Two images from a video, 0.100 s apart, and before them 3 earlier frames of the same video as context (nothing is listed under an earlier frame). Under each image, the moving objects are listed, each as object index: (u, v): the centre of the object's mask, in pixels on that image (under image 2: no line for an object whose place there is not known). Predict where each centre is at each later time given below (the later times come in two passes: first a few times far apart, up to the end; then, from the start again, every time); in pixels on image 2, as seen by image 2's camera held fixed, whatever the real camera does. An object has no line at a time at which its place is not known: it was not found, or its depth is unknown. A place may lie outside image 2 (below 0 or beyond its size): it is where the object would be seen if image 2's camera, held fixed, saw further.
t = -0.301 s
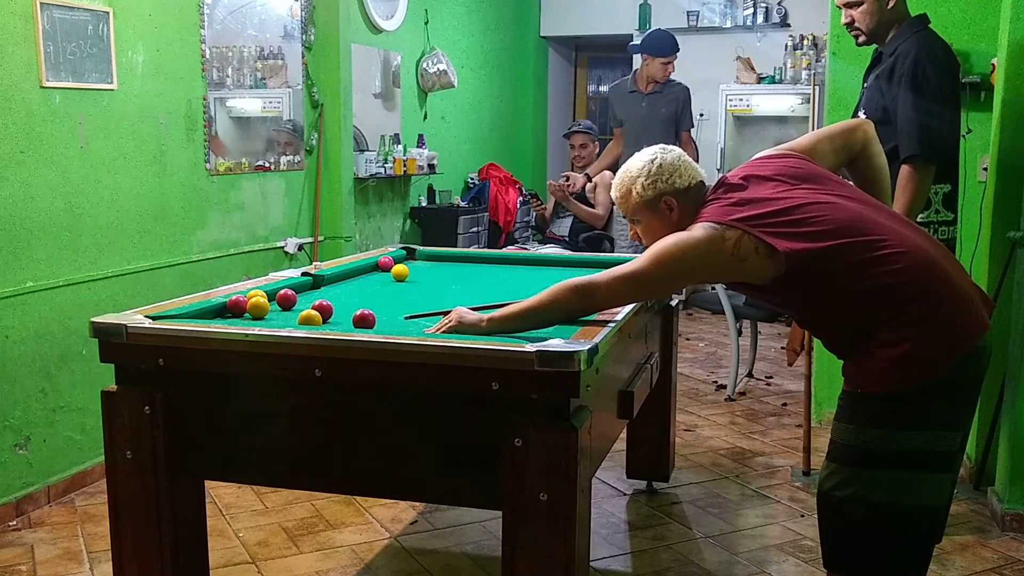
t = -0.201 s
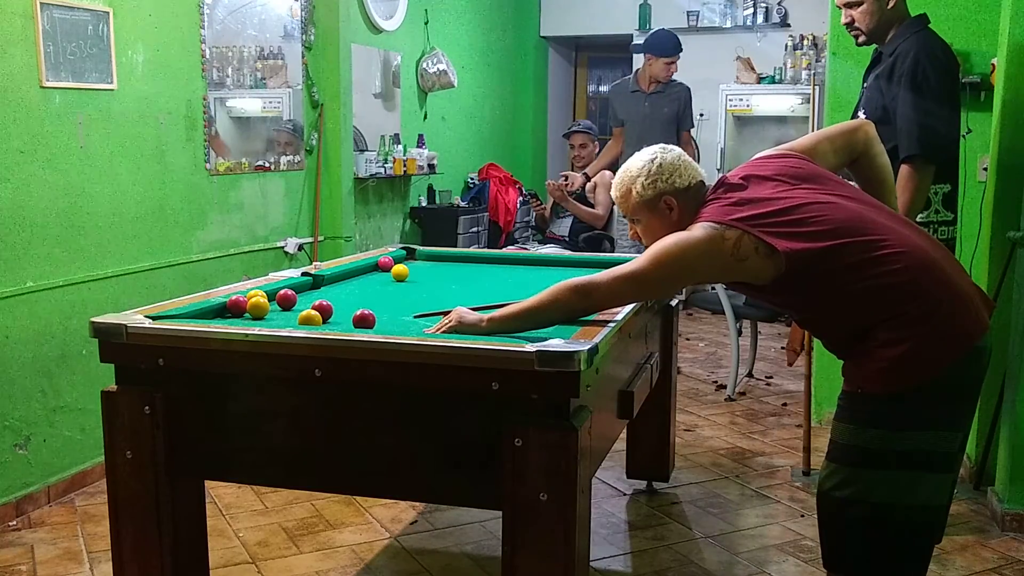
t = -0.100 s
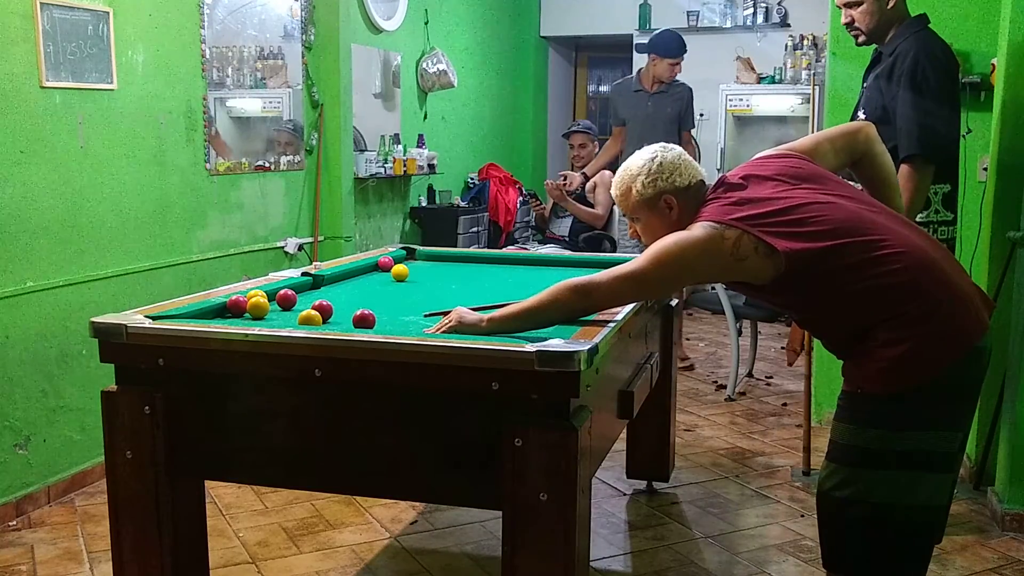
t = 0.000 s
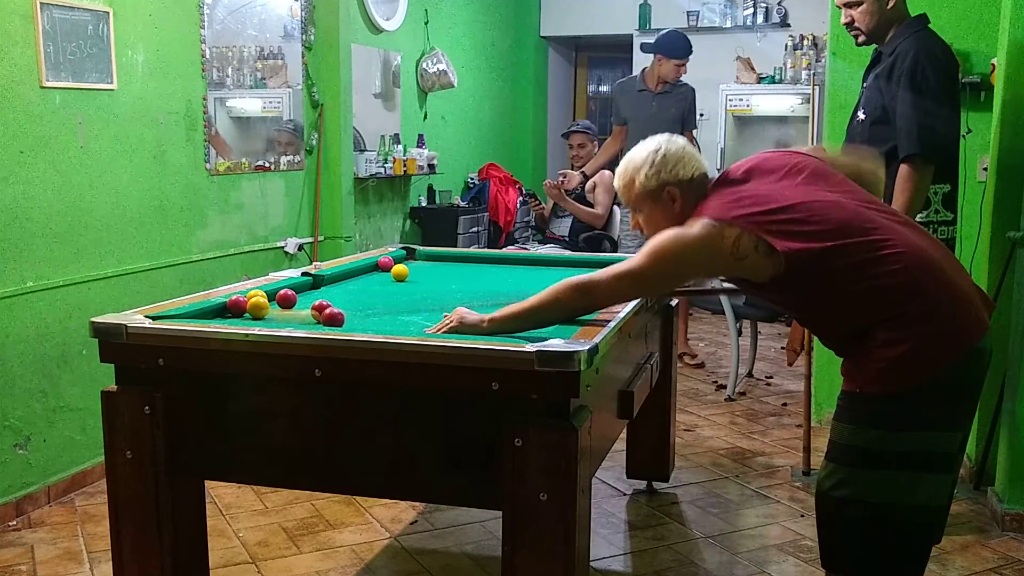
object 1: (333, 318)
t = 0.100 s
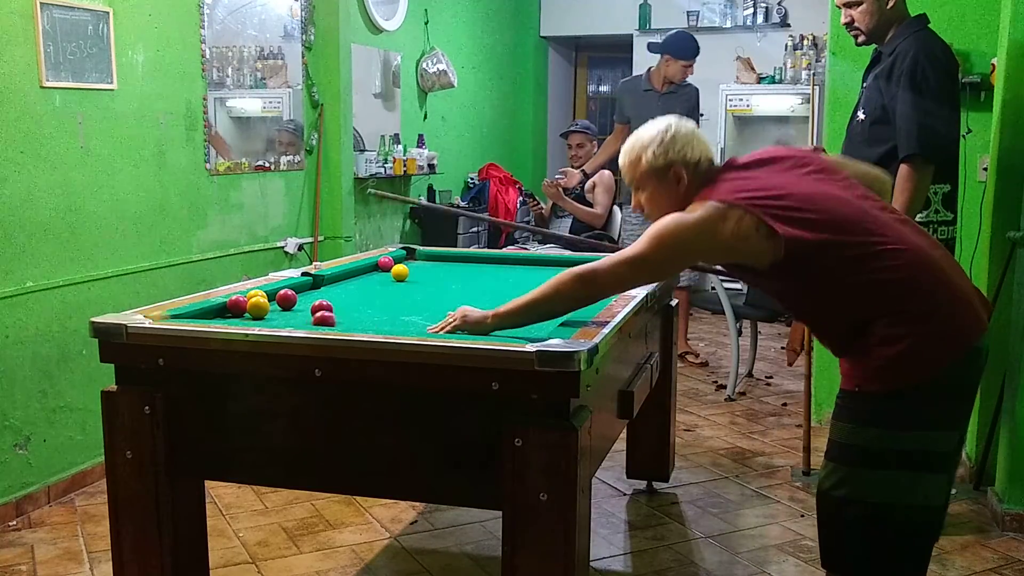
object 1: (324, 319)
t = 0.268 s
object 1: (304, 320)
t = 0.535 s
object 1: (289, 320)
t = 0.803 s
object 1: (290, 318)
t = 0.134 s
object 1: (320, 319)
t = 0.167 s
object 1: (316, 319)
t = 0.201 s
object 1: (312, 320)
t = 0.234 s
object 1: (308, 320)
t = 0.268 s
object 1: (304, 320)
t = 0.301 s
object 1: (300, 320)
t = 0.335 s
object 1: (296, 320)
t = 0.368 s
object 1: (292, 320)
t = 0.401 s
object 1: (288, 320)
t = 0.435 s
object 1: (288, 320)
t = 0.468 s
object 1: (288, 320)
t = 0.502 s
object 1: (288, 320)
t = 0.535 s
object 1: (289, 320)
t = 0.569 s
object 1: (289, 319)
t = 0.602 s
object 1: (289, 319)
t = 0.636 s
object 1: (289, 319)
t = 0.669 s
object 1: (289, 319)
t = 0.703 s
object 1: (289, 319)
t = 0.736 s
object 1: (289, 319)
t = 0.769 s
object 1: (290, 318)
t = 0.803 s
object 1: (290, 318)
